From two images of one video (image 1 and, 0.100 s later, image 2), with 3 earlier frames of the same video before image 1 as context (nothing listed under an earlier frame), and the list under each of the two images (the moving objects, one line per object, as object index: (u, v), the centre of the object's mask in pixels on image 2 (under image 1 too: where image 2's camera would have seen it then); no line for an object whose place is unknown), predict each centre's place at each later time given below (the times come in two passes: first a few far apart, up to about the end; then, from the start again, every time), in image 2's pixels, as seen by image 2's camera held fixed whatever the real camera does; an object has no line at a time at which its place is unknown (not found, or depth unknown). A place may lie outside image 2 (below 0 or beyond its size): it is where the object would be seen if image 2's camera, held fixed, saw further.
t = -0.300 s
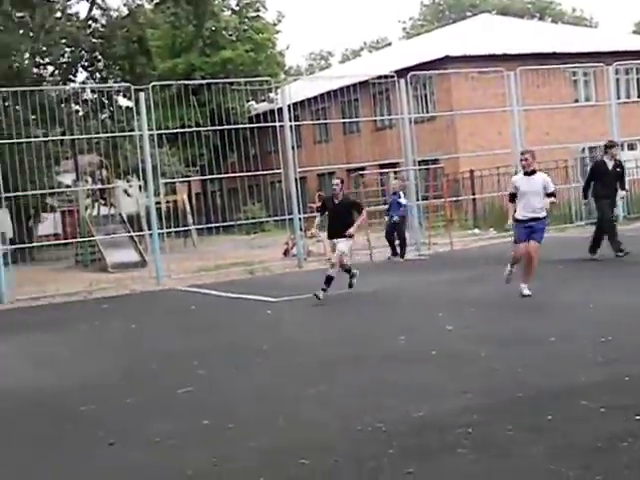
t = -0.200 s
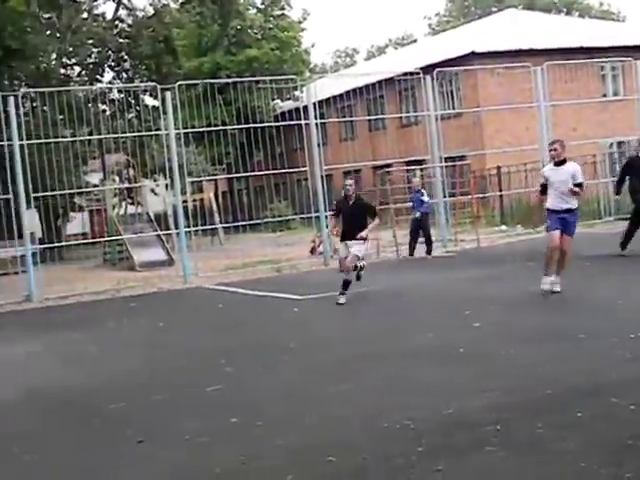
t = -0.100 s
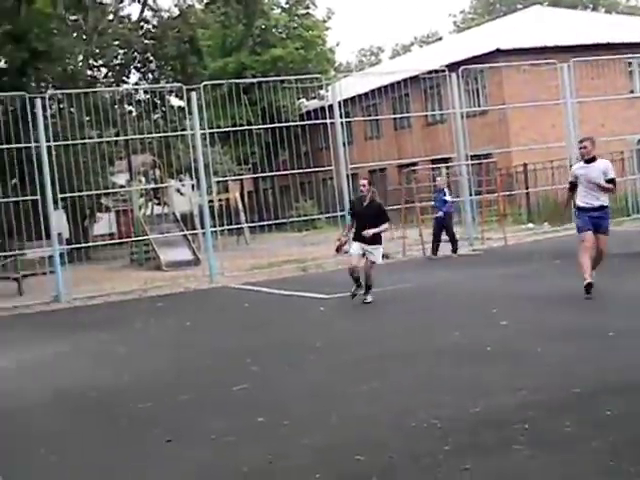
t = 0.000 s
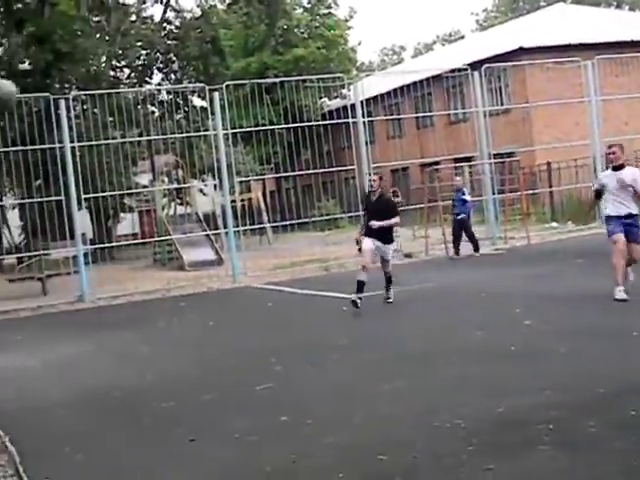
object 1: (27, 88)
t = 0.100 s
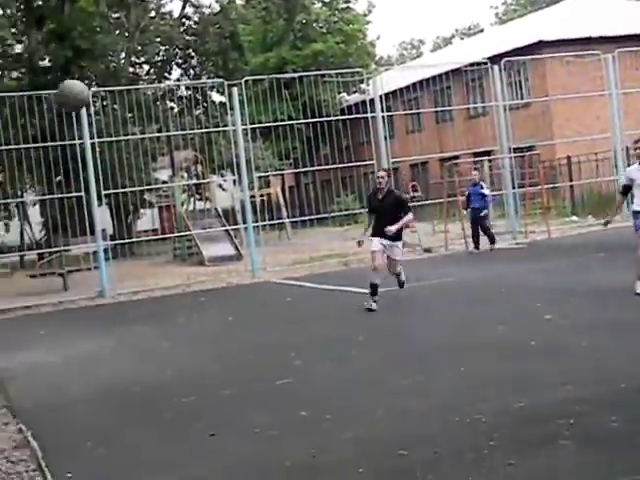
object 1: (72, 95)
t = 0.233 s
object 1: (139, 119)
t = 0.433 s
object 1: (238, 195)
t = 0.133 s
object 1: (89, 99)
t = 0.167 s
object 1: (105, 103)
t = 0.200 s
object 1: (123, 109)
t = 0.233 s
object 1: (139, 119)
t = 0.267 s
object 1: (156, 129)
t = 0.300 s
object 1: (173, 139)
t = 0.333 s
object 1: (189, 150)
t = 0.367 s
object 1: (206, 165)
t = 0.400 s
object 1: (222, 180)
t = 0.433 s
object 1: (238, 195)
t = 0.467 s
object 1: (254, 212)
